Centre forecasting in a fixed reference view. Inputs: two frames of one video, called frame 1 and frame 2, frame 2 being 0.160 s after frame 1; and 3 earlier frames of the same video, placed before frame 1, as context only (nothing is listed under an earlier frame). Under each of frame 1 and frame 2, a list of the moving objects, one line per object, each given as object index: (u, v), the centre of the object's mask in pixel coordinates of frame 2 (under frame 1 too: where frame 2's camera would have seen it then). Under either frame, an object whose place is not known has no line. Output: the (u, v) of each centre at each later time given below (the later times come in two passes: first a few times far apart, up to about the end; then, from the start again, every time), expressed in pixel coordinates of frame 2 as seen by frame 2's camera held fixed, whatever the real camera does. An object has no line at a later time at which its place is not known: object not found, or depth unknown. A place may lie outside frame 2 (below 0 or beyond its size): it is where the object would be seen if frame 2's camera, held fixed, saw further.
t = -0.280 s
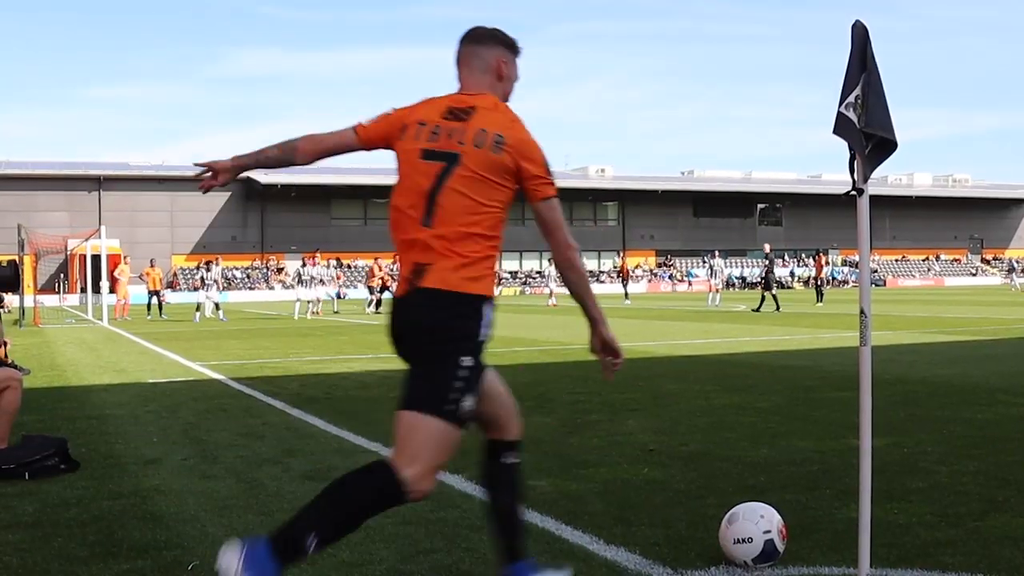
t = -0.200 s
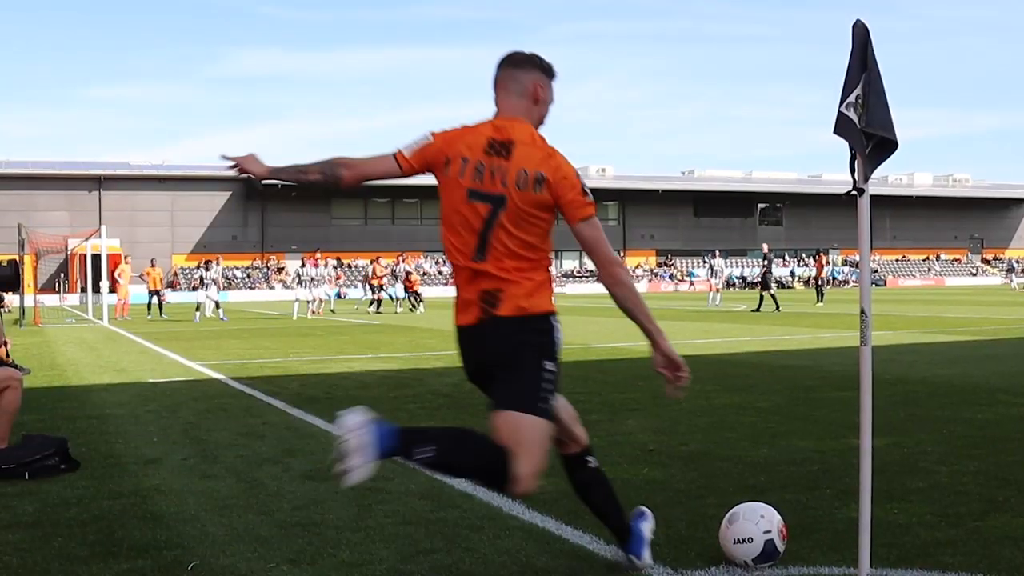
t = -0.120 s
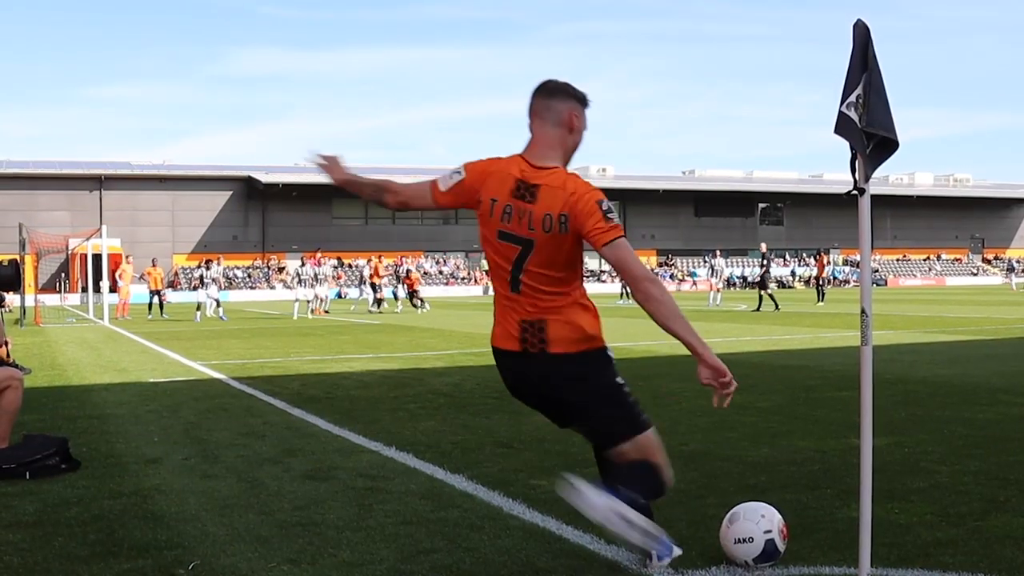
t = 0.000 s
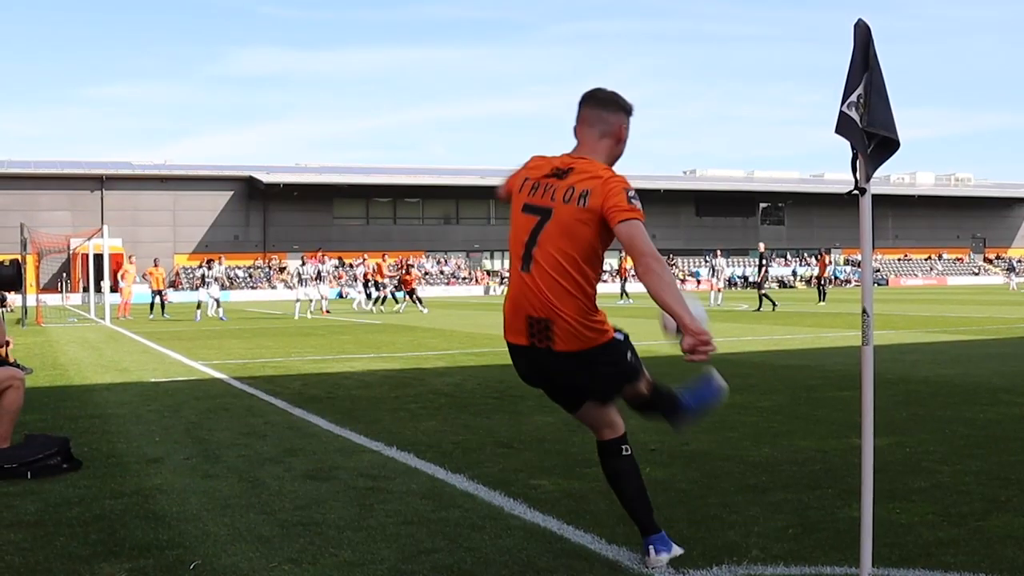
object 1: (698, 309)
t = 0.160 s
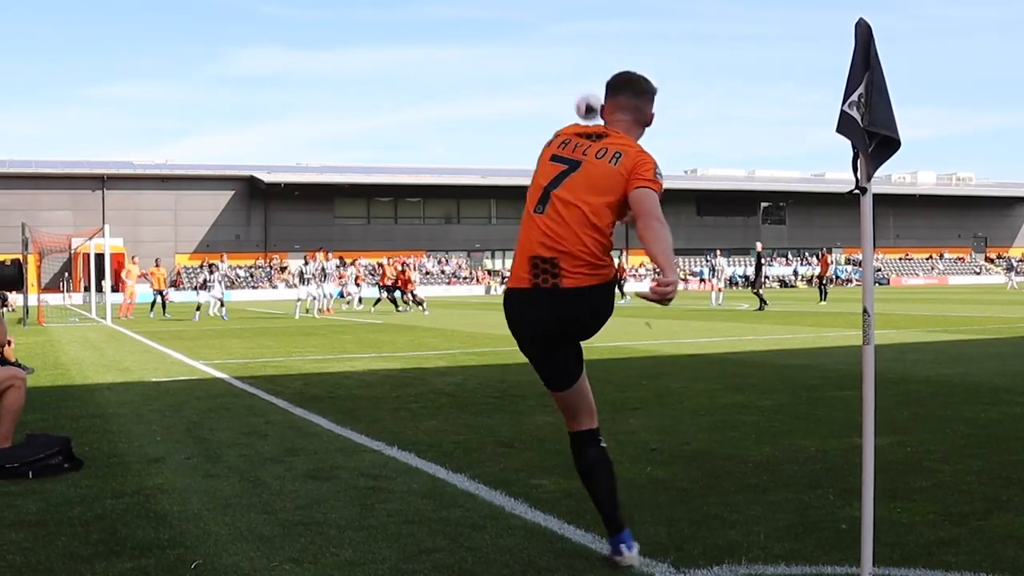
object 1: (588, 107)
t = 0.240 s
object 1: (559, 61)
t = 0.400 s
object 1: (514, 13)
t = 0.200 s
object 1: (573, 82)
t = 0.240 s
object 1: (559, 61)
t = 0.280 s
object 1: (546, 45)
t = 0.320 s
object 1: (535, 32)
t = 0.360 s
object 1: (524, 21)
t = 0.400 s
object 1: (514, 13)
